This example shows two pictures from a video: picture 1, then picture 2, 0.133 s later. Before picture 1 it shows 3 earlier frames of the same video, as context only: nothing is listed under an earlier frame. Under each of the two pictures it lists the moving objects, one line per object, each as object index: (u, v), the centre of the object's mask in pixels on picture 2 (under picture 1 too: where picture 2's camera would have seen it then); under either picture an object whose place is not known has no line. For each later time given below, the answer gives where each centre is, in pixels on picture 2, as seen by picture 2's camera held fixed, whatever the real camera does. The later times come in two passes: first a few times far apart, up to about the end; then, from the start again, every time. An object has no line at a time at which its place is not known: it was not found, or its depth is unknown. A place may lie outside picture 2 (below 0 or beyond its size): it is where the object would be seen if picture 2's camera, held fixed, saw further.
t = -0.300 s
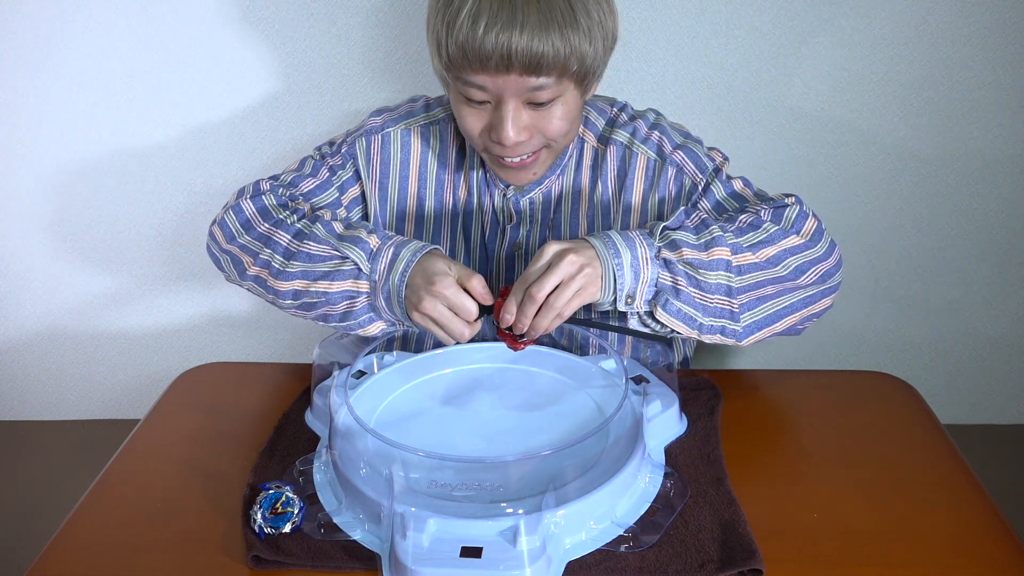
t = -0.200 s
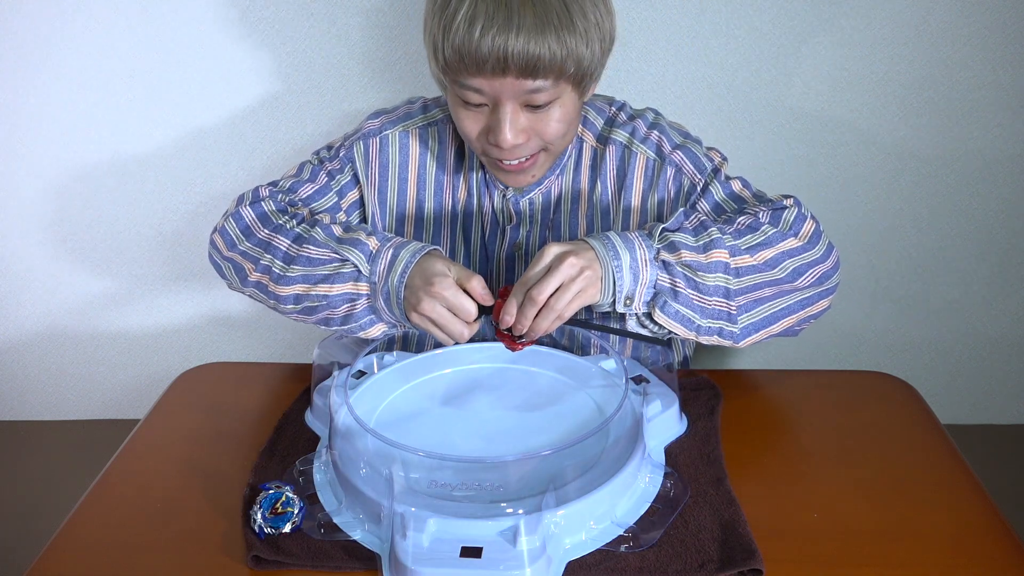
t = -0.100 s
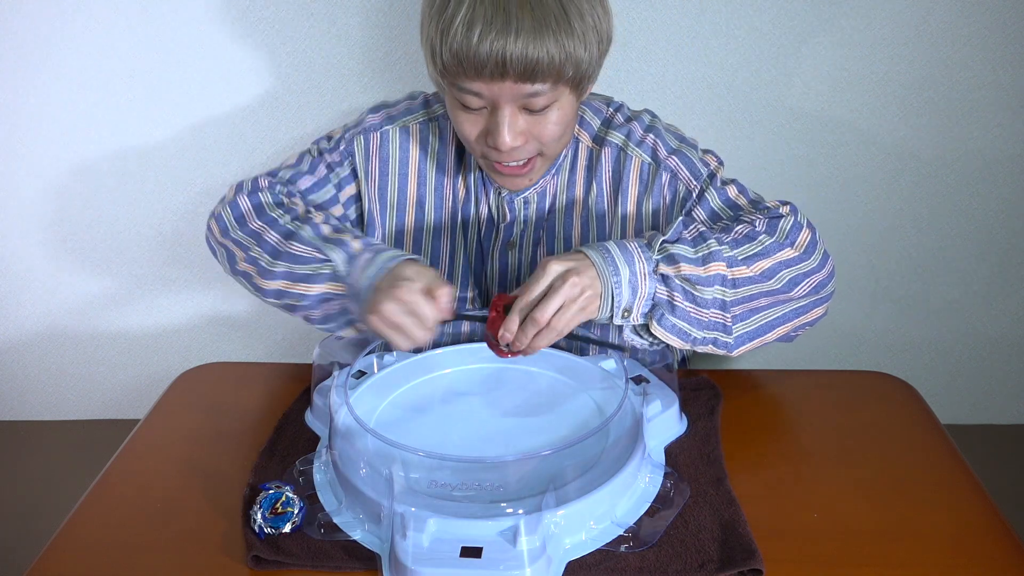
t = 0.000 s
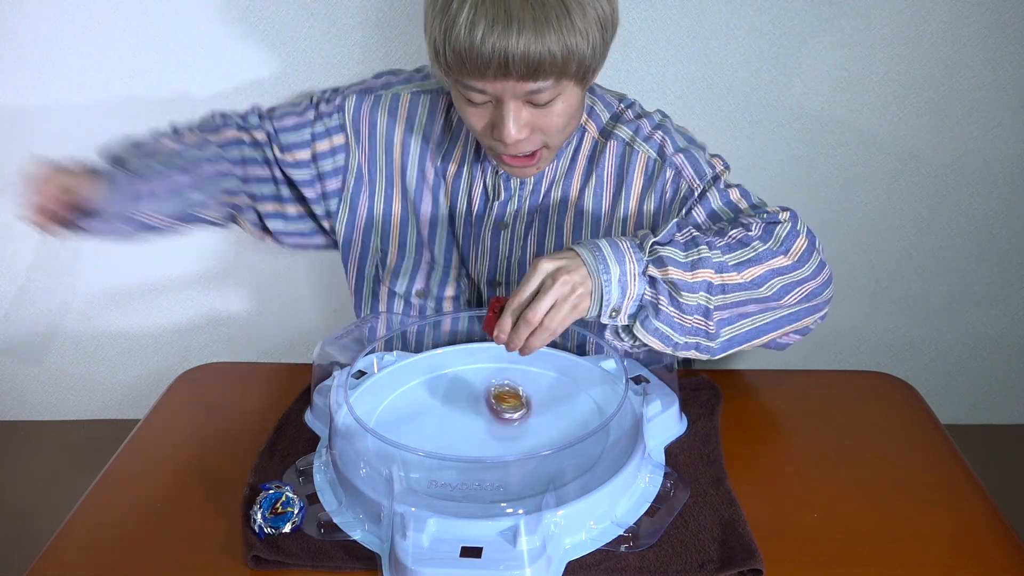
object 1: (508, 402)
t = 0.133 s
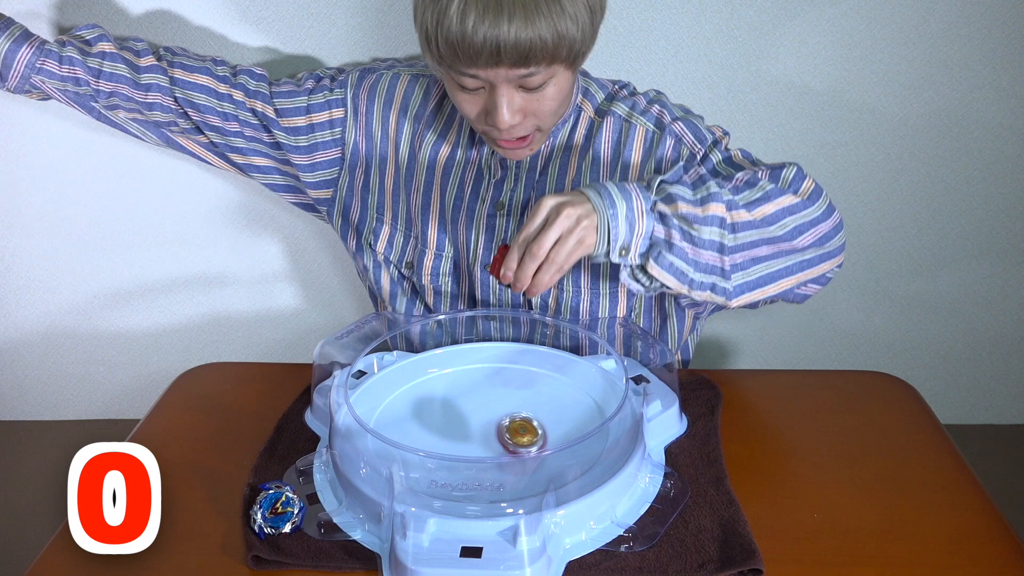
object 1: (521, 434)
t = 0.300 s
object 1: (525, 466)
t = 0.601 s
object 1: (518, 412)
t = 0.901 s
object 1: (517, 358)
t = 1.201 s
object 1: (500, 409)
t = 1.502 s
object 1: (594, 404)
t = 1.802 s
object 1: (523, 399)
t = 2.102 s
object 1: (532, 458)
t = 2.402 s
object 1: (558, 418)
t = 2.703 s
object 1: (437, 455)
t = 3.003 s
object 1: (545, 457)
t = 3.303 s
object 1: (444, 413)
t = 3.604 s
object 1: (421, 461)
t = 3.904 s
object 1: (488, 429)
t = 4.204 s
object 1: (440, 392)
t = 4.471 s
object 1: (442, 417)
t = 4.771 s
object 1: (490, 401)
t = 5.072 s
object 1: (486, 405)
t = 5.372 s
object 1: (518, 407)
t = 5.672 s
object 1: (515, 412)
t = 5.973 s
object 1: (515, 425)
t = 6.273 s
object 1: (506, 435)
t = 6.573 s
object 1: (494, 438)
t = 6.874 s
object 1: (479, 437)
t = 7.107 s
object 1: (470, 434)
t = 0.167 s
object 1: (525, 460)
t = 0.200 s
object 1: (525, 454)
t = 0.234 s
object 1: (525, 452)
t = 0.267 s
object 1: (525, 459)
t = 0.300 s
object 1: (525, 466)
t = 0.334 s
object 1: (524, 459)
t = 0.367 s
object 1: (523, 461)
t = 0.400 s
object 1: (522, 458)
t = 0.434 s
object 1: (520, 451)
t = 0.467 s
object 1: (520, 444)
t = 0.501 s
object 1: (519, 437)
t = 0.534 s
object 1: (519, 428)
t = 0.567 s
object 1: (518, 421)
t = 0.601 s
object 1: (518, 412)
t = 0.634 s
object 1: (518, 404)
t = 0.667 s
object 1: (520, 395)
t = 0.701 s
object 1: (522, 387)
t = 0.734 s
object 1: (525, 379)
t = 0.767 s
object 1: (527, 371)
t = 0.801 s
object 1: (527, 364)
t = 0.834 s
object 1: (525, 360)
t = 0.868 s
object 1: (522, 358)
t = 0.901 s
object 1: (517, 358)
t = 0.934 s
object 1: (511, 360)
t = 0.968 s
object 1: (505, 364)
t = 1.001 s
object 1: (498, 368)
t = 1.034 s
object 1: (493, 374)
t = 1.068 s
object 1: (489, 380)
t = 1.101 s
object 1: (487, 386)
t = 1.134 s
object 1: (488, 394)
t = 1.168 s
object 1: (493, 401)
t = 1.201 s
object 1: (500, 409)
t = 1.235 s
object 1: (510, 416)
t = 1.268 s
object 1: (523, 422)
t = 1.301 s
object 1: (539, 426)
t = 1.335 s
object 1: (557, 427)
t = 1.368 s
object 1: (575, 426)
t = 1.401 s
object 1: (591, 421)
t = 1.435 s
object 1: (603, 414)
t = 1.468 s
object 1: (598, 404)
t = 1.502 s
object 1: (594, 404)
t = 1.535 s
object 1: (589, 406)
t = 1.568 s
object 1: (582, 404)
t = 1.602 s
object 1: (574, 401)
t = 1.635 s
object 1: (565, 399)
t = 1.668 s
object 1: (557, 397)
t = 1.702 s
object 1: (548, 395)
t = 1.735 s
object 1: (539, 395)
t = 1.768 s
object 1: (531, 396)
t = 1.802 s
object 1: (523, 399)
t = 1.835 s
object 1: (516, 403)
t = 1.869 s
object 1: (510, 409)
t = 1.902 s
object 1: (504, 417)
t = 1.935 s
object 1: (501, 425)
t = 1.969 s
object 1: (500, 434)
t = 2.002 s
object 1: (503, 441)
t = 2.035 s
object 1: (509, 449)
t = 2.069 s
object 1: (519, 455)
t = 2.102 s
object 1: (532, 458)
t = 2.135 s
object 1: (545, 459)
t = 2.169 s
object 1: (561, 457)
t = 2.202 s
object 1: (575, 453)
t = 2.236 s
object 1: (582, 445)
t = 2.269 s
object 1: (583, 439)
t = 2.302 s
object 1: (580, 432)
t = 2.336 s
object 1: (575, 426)
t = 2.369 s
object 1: (568, 421)
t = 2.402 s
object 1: (558, 418)
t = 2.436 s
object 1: (545, 416)
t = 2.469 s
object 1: (533, 416)
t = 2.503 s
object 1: (517, 417)
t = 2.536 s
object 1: (501, 420)
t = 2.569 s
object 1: (485, 424)
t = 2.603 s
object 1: (468, 430)
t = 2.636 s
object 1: (454, 437)
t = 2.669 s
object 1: (443, 445)
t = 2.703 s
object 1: (437, 455)
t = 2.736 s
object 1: (435, 463)
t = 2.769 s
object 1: (440, 474)
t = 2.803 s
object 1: (450, 480)
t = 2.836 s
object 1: (472, 476)
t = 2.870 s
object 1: (493, 478)
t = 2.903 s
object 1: (514, 475)
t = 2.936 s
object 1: (529, 469)
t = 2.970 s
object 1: (539, 463)
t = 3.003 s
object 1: (545, 457)
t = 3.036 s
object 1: (546, 450)
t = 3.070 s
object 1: (541, 443)
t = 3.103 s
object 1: (534, 435)
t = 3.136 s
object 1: (524, 430)
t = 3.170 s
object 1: (512, 425)
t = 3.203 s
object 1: (498, 421)
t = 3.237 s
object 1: (482, 417)
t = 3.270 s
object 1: (464, 414)
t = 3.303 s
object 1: (444, 413)
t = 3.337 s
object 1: (425, 415)
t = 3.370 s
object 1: (408, 417)
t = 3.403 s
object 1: (395, 422)
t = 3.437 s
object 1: (385, 428)
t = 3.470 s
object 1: (380, 435)
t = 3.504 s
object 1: (386, 444)
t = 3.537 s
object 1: (397, 451)
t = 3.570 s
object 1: (409, 457)
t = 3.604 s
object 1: (421, 461)
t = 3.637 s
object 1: (434, 461)
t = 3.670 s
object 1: (446, 462)
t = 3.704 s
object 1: (458, 460)
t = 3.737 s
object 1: (468, 457)
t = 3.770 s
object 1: (475, 447)
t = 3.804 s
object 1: (480, 444)
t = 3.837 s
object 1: (484, 441)
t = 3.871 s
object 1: (487, 435)
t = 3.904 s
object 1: (488, 429)
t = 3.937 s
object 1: (487, 421)
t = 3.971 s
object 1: (485, 414)
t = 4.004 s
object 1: (481, 407)
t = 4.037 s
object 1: (475, 401)
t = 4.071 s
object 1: (468, 396)
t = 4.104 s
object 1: (460, 393)
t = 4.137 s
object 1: (453, 391)
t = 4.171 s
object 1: (446, 391)
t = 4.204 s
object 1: (440, 392)
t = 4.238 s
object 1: (434, 394)
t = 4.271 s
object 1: (430, 398)
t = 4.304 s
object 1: (428, 402)
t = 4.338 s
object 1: (430, 407)
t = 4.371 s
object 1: (432, 410)
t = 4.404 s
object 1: (436, 413)
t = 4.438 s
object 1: (439, 415)
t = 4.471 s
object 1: (442, 417)
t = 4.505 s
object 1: (445, 417)
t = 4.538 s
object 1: (450, 416)
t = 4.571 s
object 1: (457, 415)
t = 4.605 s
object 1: (466, 414)
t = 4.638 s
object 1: (473, 413)
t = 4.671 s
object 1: (478, 411)
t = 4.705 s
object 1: (482, 408)
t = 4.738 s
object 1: (487, 405)
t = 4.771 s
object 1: (490, 401)
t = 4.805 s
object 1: (492, 399)
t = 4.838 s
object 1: (493, 398)
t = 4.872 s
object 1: (493, 397)
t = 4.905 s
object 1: (492, 398)
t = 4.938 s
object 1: (492, 399)
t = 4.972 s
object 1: (490, 400)
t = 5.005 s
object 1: (489, 402)
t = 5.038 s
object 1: (487, 404)
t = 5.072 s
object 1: (486, 405)
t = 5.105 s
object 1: (487, 407)
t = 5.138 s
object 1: (490, 408)
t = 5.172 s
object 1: (493, 409)
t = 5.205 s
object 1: (497, 409)
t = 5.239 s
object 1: (502, 408)
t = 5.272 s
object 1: (507, 408)
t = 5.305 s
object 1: (512, 407)
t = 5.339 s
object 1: (516, 406)
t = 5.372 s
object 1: (518, 407)
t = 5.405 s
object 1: (519, 407)
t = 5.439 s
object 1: (519, 408)
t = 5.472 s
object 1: (518, 408)
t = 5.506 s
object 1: (517, 408)
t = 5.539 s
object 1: (516, 409)
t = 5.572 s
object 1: (516, 410)
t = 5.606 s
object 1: (515, 410)
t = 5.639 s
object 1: (515, 411)
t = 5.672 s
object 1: (515, 412)
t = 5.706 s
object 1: (515, 413)
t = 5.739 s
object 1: (516, 414)
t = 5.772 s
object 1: (516, 416)
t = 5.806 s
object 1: (516, 417)
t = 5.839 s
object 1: (516, 419)
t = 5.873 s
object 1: (516, 420)
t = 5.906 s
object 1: (516, 422)
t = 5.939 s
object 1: (515, 423)
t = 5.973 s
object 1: (515, 425)
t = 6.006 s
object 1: (514, 427)
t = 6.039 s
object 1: (513, 428)
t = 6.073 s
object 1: (512, 429)
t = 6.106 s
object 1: (512, 430)
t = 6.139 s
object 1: (510, 431)
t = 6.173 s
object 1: (509, 433)
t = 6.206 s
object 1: (509, 433)
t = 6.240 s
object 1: (507, 434)
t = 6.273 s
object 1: (506, 435)
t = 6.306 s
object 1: (505, 435)
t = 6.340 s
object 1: (503, 436)
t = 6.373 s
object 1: (502, 436)
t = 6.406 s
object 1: (501, 437)
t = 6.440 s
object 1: (499, 437)
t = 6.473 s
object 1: (498, 437)
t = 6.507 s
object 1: (497, 437)
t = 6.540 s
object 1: (496, 438)
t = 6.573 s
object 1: (494, 438)
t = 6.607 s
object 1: (493, 438)
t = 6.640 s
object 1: (491, 438)
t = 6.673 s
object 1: (489, 438)
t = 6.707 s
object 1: (487, 438)
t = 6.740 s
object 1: (485, 438)
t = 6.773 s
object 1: (483, 438)
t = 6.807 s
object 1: (482, 437)
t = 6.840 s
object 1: (480, 438)
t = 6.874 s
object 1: (479, 437)
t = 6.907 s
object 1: (478, 437)
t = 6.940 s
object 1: (477, 438)
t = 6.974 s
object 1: (476, 437)
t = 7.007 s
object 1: (474, 439)
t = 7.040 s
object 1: (473, 435)
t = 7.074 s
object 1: (471, 435)
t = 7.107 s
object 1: (470, 434)
